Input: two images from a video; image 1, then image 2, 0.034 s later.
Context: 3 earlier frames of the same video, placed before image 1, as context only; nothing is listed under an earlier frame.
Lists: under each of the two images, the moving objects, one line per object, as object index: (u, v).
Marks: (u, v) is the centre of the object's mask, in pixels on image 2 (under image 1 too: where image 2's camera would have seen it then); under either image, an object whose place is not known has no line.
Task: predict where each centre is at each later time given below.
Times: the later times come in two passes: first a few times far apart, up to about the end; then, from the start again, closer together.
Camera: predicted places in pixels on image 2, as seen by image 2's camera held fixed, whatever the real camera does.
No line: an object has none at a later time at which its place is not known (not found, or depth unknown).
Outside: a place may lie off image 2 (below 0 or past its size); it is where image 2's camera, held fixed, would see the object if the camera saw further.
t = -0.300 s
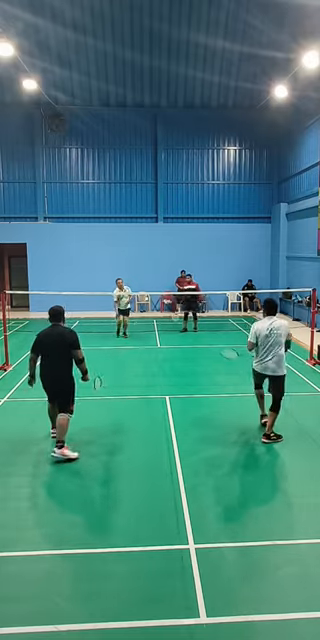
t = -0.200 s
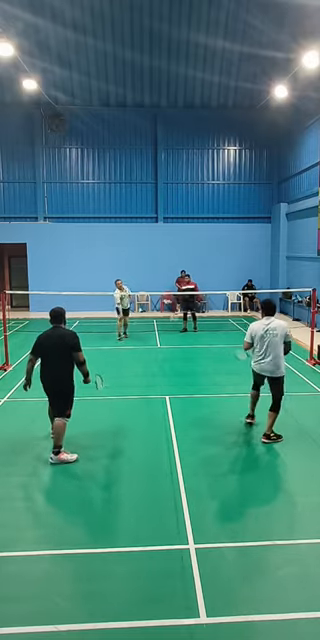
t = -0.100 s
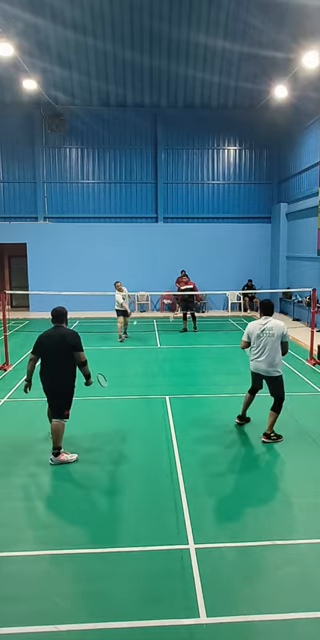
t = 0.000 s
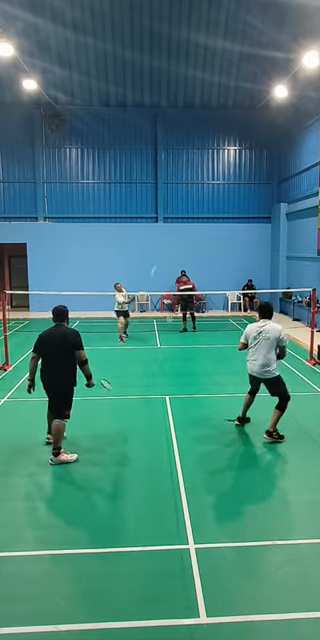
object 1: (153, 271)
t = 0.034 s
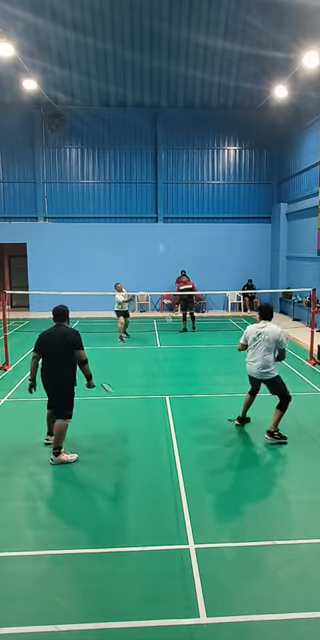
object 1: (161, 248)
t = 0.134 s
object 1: (180, 197)
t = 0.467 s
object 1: (240, 78)
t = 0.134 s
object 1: (180, 197)
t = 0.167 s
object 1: (187, 181)
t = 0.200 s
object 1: (193, 166)
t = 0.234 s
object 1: (199, 153)
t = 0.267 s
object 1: (205, 139)
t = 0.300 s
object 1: (211, 127)
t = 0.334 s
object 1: (216, 116)
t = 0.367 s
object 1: (223, 105)
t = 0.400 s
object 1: (228, 96)
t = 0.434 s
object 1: (234, 87)
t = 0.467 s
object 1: (240, 78)
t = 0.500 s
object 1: (245, 70)
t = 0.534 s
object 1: (251, 64)
